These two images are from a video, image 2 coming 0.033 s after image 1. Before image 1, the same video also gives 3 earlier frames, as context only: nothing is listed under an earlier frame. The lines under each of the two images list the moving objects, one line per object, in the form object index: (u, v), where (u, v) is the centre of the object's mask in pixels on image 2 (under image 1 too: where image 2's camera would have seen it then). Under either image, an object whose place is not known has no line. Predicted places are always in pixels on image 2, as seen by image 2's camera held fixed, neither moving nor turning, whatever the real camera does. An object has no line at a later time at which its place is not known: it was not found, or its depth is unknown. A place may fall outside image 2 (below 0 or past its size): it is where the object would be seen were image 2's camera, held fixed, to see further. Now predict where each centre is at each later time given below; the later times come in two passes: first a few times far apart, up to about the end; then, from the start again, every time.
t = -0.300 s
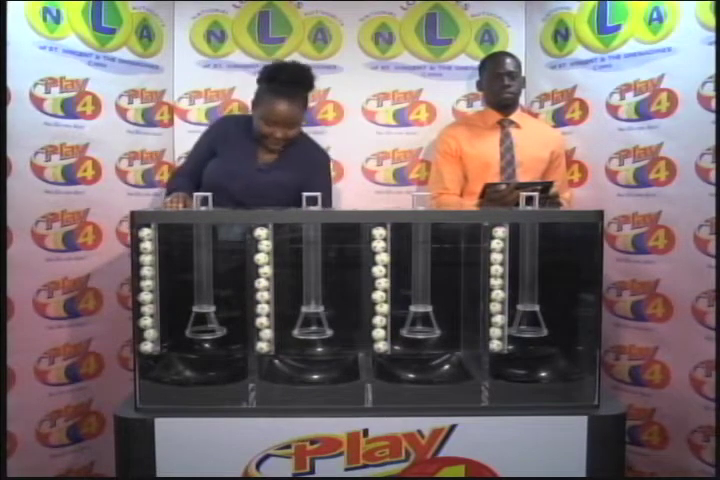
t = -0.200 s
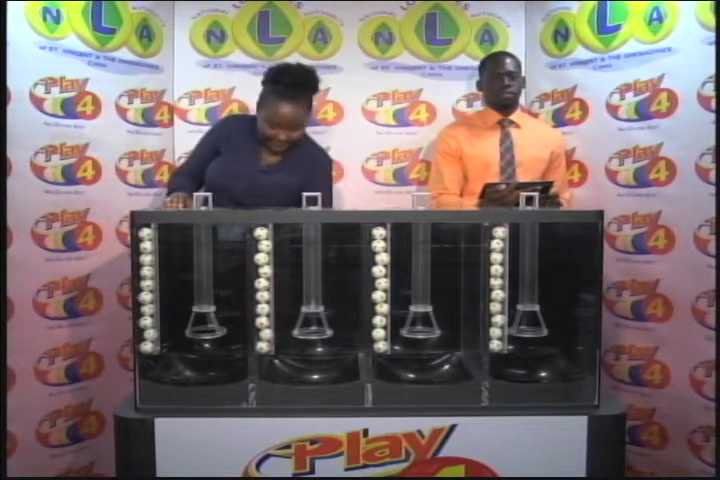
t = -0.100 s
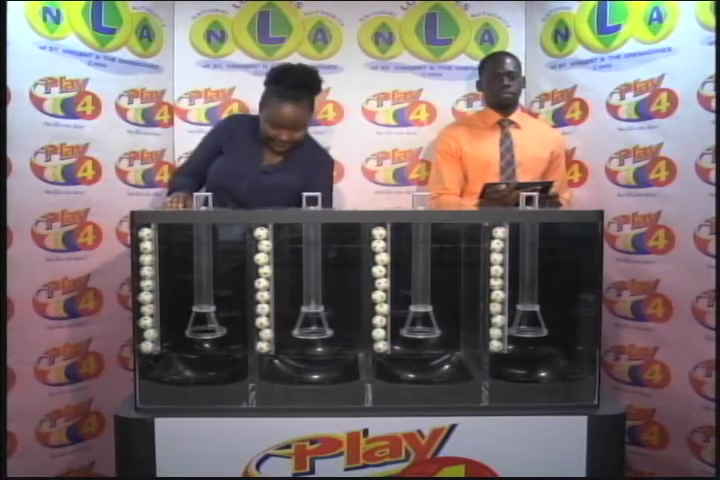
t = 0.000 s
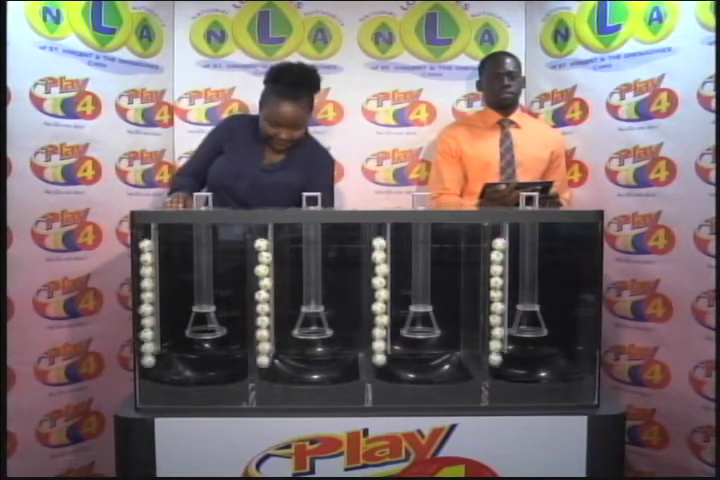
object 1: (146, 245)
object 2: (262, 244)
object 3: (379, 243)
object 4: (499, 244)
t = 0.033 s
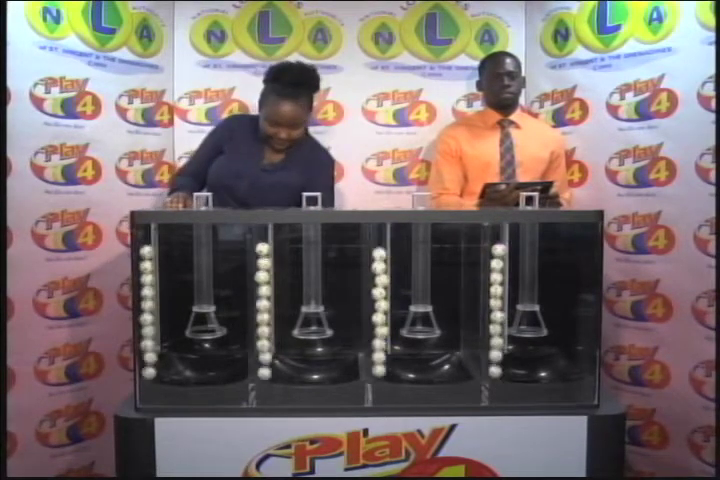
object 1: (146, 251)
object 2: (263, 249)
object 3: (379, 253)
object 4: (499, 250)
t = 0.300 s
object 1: (147, 309)
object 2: (263, 311)
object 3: (380, 304)
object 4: (496, 305)
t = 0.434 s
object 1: (147, 322)
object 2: (263, 347)
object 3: (380, 328)
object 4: (496, 310)
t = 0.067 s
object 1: (147, 261)
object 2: (264, 256)
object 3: (379, 257)
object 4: (498, 257)
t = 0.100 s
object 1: (148, 265)
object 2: (264, 258)
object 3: (379, 257)
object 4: (499, 259)
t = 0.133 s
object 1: (148, 273)
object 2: (264, 264)
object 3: (378, 260)
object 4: (499, 265)
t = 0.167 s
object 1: (148, 283)
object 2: (264, 273)
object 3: (379, 267)
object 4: (498, 275)
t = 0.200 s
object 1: (147, 286)
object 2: (263, 286)
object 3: (379, 277)
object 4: (498, 279)
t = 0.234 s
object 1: (146, 292)
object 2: (262, 302)
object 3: (379, 286)
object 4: (497, 284)
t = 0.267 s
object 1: (147, 303)
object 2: (263, 308)
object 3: (379, 294)
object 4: (497, 293)
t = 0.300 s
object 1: (147, 309)
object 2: (263, 311)
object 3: (380, 304)
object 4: (496, 305)
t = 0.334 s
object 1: (149, 313)
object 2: (263, 317)
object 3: (381, 311)
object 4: (495, 315)
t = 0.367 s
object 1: (149, 313)
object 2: (263, 326)
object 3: (381, 317)
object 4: (495, 313)
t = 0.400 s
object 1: (148, 316)
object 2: (263, 339)
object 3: (380, 328)
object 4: (496, 309)
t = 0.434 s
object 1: (147, 322)
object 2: (263, 347)
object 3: (380, 328)
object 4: (496, 310)
